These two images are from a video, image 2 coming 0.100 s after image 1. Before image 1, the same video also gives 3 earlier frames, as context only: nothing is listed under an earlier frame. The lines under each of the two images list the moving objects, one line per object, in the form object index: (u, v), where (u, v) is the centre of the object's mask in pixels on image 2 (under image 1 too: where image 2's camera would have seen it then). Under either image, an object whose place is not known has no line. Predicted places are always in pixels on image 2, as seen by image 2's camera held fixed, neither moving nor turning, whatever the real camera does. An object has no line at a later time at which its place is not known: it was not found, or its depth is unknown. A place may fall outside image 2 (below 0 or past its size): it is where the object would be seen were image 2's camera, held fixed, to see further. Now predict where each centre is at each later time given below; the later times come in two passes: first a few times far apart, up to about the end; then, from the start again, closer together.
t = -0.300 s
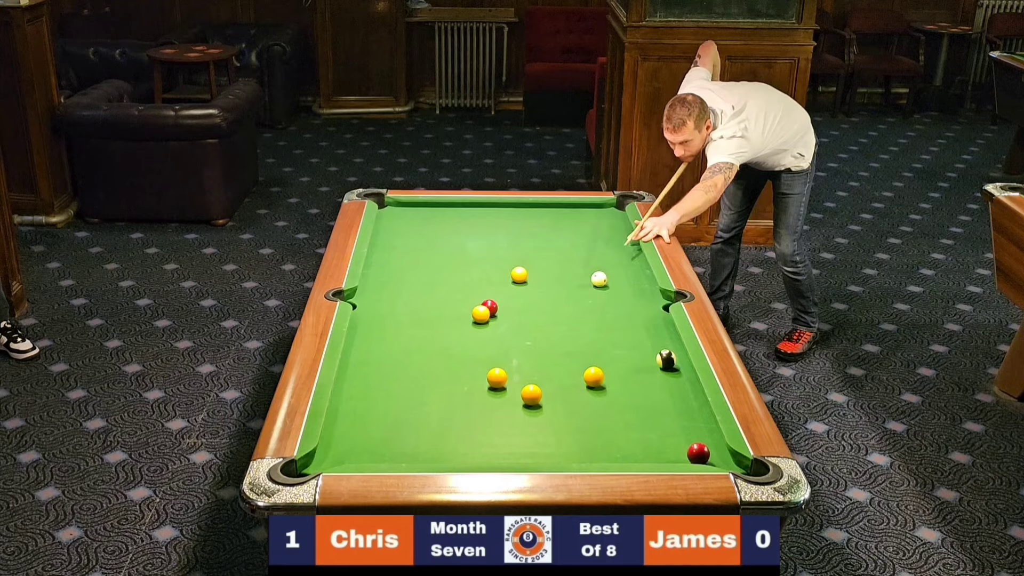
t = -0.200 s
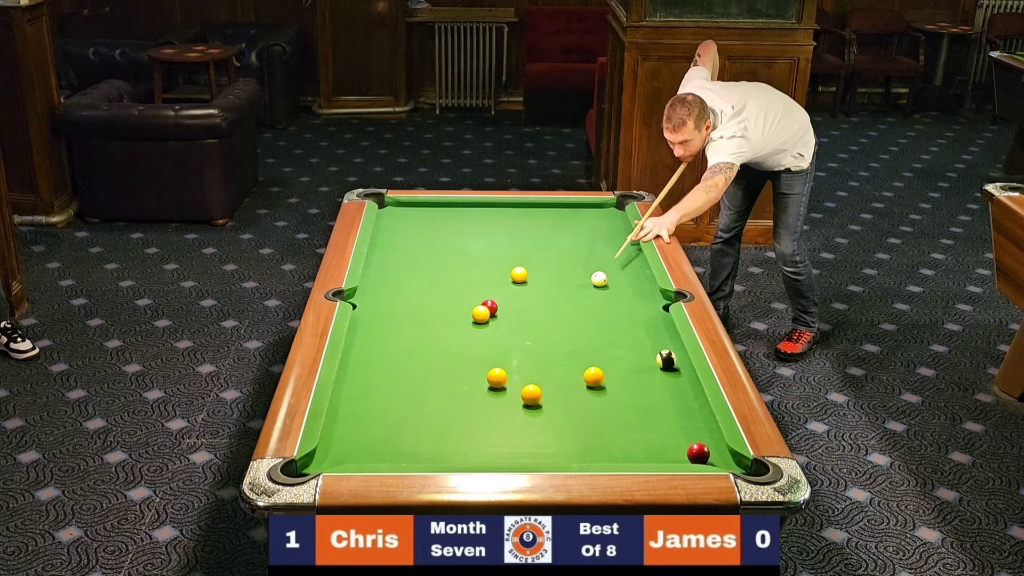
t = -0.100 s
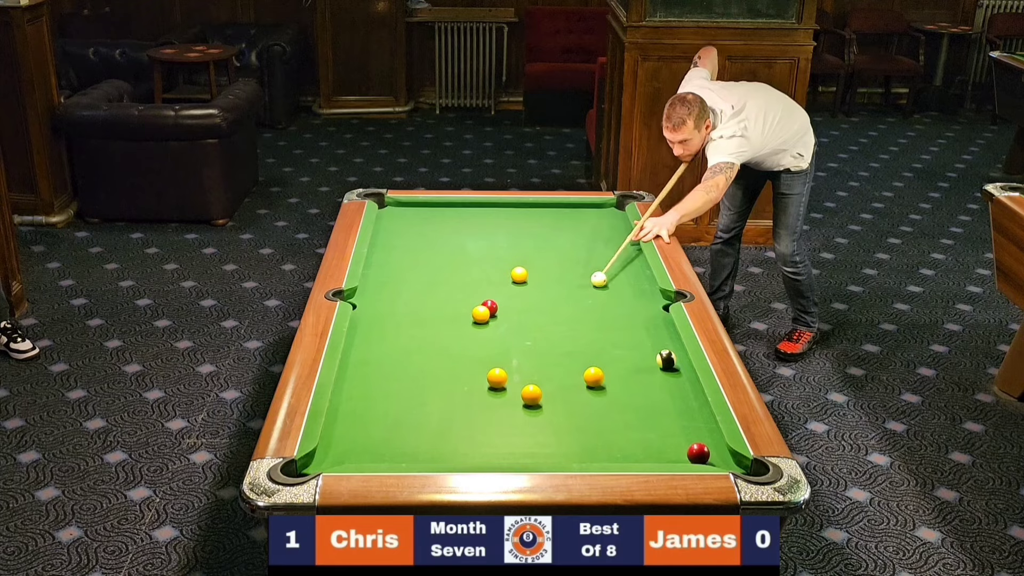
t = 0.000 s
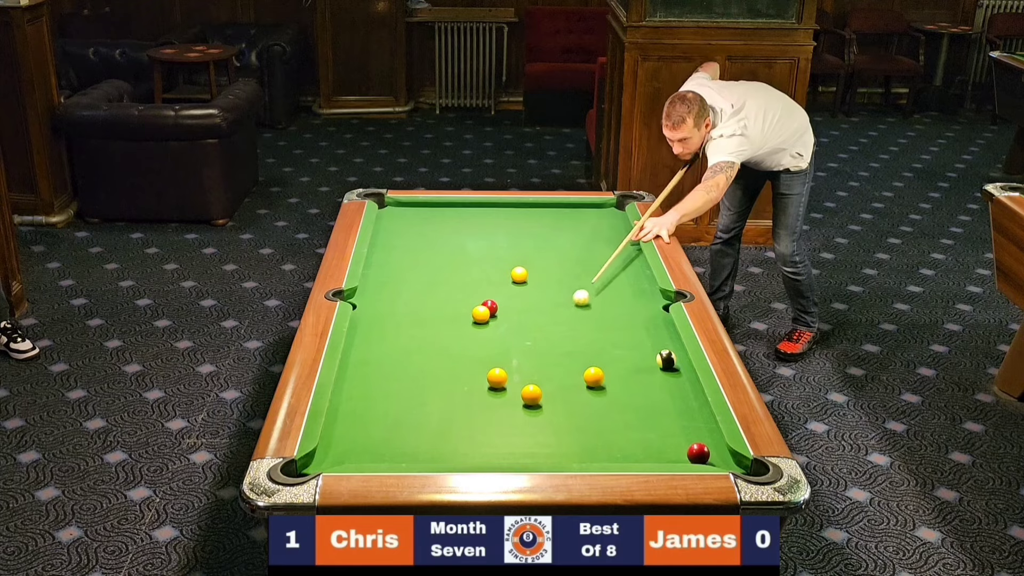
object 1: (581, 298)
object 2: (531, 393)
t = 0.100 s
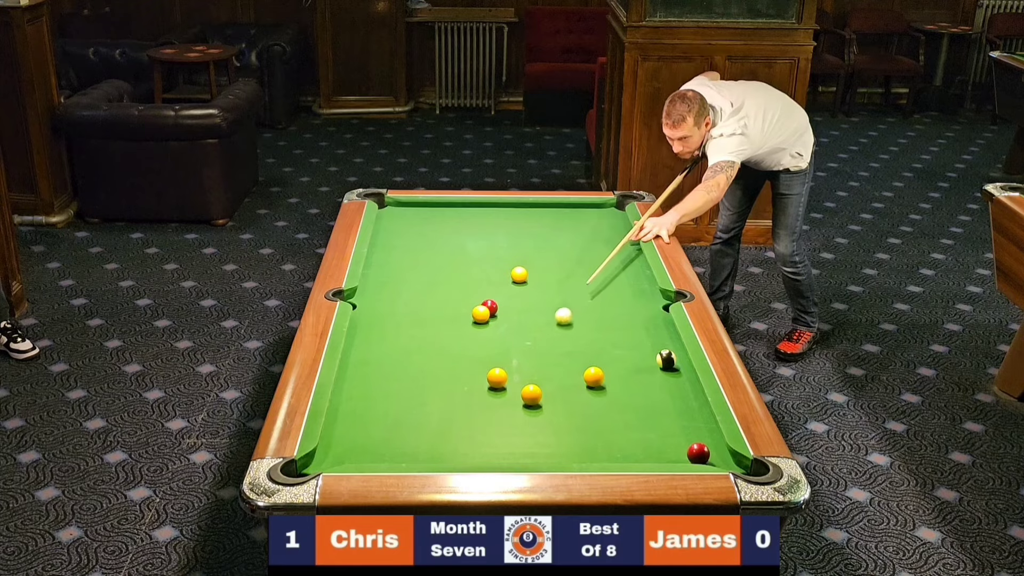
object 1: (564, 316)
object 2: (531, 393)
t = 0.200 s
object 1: (544, 337)
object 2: (531, 393)
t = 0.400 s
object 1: (517, 376)
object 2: (531, 393)
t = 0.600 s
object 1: (530, 385)
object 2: (534, 401)
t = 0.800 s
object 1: (537, 389)
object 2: (539, 415)
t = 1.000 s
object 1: (543, 392)
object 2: (543, 428)
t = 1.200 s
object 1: (547, 393)
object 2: (548, 441)
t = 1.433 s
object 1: (551, 395)
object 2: (552, 454)
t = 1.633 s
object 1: (552, 395)
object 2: (553, 455)
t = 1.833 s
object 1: (552, 396)
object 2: (552, 449)
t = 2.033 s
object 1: (552, 396)
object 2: (550, 442)
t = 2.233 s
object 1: (552, 396)
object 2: (549, 437)
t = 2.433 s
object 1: (552, 396)
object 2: (548, 432)
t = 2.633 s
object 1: (552, 396)
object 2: (547, 427)
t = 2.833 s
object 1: (552, 396)
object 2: (546, 424)
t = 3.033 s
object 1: (552, 396)
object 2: (545, 422)
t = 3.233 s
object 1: (552, 396)
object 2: (544, 420)
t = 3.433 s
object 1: (552, 396)
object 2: (544, 419)
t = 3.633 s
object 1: (552, 396)
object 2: (544, 418)
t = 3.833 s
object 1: (552, 396)
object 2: (544, 419)
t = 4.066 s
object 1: (552, 396)
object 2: (544, 419)
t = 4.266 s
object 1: (552, 396)
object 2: (544, 419)
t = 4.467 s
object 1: (552, 396)
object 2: (544, 418)
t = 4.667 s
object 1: (552, 396)
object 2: (544, 418)
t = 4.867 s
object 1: (552, 396)
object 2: (544, 419)
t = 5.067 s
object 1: (552, 396)
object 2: (544, 419)
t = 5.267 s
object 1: (552, 396)
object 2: (544, 419)
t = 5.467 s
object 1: (552, 396)
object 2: (544, 419)
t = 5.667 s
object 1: (552, 396)
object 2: (544, 419)
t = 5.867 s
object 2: (544, 419)
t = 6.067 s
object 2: (544, 419)
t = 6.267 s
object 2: (544, 419)
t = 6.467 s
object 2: (544, 419)
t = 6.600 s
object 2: (545, 419)
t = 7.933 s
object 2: (550, 417)
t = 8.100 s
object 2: (544, 418)
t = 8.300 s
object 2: (544, 418)
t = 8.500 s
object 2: (544, 418)
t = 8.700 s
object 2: (544, 418)
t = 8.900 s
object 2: (544, 419)
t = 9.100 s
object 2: (544, 419)
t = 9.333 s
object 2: (544, 419)
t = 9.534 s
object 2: (544, 418)
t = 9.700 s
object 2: (544, 419)
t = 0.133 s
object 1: (558, 323)
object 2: (531, 393)
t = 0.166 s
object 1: (551, 330)
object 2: (531, 393)
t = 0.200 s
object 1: (544, 337)
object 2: (531, 393)
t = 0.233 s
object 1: (538, 344)
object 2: (531, 393)
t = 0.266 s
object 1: (531, 351)
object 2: (531, 393)
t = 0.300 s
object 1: (524, 359)
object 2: (531, 393)
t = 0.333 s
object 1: (517, 367)
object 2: (531, 393)
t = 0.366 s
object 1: (512, 373)
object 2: (531, 393)
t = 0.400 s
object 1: (517, 376)
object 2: (531, 393)
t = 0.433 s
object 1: (521, 377)
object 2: (531, 393)
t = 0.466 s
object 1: (523, 380)
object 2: (531, 393)
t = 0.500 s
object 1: (525, 381)
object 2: (531, 393)
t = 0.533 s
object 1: (527, 383)
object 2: (532, 396)
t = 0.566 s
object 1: (528, 384)
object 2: (533, 399)
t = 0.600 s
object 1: (530, 385)
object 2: (534, 401)
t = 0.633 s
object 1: (531, 386)
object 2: (535, 404)
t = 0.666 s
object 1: (533, 387)
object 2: (535, 406)
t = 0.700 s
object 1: (534, 388)
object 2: (536, 408)
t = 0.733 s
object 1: (535, 388)
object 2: (537, 410)
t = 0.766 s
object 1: (536, 389)
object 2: (538, 413)
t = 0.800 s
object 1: (537, 389)
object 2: (539, 415)
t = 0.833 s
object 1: (538, 390)
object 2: (540, 417)
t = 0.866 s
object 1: (539, 390)
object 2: (540, 420)
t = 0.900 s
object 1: (540, 390)
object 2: (541, 422)
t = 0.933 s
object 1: (541, 391)
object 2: (542, 424)
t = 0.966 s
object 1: (542, 391)
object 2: (543, 426)
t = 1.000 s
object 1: (543, 392)
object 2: (543, 428)
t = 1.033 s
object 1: (544, 392)
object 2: (544, 430)
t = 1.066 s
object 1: (545, 392)
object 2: (545, 433)
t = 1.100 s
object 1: (545, 393)
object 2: (546, 435)
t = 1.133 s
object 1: (546, 393)
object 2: (546, 437)
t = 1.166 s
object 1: (547, 393)
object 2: (547, 439)
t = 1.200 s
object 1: (547, 393)
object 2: (548, 441)
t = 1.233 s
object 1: (548, 394)
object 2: (548, 443)
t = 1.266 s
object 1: (549, 394)
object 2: (549, 446)
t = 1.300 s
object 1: (549, 394)
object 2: (549, 448)
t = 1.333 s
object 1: (550, 394)
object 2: (550, 450)
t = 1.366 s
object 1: (550, 394)
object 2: (551, 451)
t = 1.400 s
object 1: (551, 395)
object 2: (551, 453)
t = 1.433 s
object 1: (551, 395)
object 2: (552, 454)
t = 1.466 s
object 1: (551, 395)
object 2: (553, 455)
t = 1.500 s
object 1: (552, 395)
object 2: (553, 456)
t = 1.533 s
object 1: (552, 395)
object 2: (553, 457)
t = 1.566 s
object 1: (552, 395)
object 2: (553, 456)
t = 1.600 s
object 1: (552, 395)
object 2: (553, 456)
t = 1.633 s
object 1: (552, 395)
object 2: (553, 455)
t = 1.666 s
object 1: (552, 396)
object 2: (553, 454)
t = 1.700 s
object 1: (552, 395)
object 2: (553, 454)
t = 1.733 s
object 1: (552, 395)
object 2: (553, 453)
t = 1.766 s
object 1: (552, 395)
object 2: (552, 452)
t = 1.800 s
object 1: (552, 395)
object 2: (552, 451)
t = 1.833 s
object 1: (552, 396)
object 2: (552, 449)
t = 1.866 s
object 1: (552, 395)
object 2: (552, 448)
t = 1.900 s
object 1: (552, 396)
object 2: (551, 447)
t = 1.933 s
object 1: (552, 395)
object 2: (551, 446)
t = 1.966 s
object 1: (552, 396)
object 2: (551, 445)
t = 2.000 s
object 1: (552, 396)
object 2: (550, 443)
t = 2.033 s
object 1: (552, 396)
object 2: (550, 442)
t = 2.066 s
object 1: (552, 396)
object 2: (550, 441)
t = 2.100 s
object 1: (552, 396)
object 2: (550, 440)
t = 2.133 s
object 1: (552, 396)
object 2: (549, 439)
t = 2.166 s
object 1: (552, 396)
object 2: (549, 438)
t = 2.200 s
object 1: (552, 396)
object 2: (549, 437)
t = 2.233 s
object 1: (552, 396)
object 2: (549, 437)
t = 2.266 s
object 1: (552, 396)
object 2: (549, 436)
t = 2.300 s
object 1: (552, 396)
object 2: (549, 435)
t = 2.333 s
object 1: (552, 396)
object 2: (548, 434)
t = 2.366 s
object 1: (552, 396)
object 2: (548, 433)
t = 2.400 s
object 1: (552, 396)
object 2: (548, 432)
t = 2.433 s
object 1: (552, 396)
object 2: (548, 432)
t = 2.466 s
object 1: (552, 396)
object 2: (548, 431)
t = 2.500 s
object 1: (552, 396)
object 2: (548, 430)
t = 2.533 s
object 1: (552, 396)
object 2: (547, 429)
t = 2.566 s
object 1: (552, 396)
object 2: (547, 429)
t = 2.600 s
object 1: (552, 396)
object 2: (547, 428)
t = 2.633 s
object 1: (552, 396)
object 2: (547, 427)
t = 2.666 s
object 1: (552, 396)
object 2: (547, 427)
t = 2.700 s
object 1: (552, 396)
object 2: (547, 426)
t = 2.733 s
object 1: (552, 396)
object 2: (547, 426)
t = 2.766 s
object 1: (552, 396)
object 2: (547, 425)
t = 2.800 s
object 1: (552, 396)
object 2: (547, 425)
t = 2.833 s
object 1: (552, 396)
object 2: (546, 424)
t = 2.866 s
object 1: (552, 396)
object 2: (546, 424)
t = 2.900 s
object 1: (552, 396)
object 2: (546, 423)
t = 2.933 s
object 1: (552, 396)
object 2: (546, 423)
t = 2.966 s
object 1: (552, 396)
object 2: (545, 422)
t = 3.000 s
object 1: (552, 396)
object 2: (545, 422)
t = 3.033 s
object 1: (552, 396)
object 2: (545, 422)
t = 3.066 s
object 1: (552, 396)
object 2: (545, 421)
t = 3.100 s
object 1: (552, 396)
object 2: (545, 421)
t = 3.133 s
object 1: (552, 396)
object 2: (544, 420)
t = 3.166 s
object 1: (552, 396)
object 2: (544, 420)
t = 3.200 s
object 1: (552, 396)
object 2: (544, 420)
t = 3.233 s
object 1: (552, 396)
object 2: (544, 420)
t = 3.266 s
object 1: (552, 396)
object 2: (544, 419)
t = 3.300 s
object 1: (552, 396)
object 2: (544, 419)
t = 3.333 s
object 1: (552, 396)
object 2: (544, 419)
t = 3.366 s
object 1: (552, 396)
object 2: (544, 419)
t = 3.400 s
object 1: (552, 396)
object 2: (544, 419)
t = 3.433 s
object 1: (552, 396)
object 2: (544, 419)
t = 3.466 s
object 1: (552, 396)
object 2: (544, 419)
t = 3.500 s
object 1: (552, 396)
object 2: (544, 419)
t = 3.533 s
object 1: (552, 396)
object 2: (544, 419)
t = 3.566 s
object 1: (552, 396)
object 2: (544, 418)
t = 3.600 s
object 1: (552, 396)
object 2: (544, 418)
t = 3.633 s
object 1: (552, 396)
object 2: (544, 418)
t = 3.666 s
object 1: (552, 396)
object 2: (544, 418)
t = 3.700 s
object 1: (552, 396)
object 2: (544, 419)
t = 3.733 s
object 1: (552, 396)
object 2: (544, 419)
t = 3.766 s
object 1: (552, 396)
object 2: (544, 419)
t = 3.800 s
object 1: (552, 396)
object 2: (544, 419)
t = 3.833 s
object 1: (552, 396)
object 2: (544, 419)
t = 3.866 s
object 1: (552, 396)
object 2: (544, 419)
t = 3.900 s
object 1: (552, 396)
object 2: (544, 419)
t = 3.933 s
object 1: (552, 396)
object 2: (544, 419)
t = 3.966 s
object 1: (552, 396)
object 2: (544, 419)
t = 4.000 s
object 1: (552, 396)
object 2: (544, 419)
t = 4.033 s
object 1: (552, 396)
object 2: (544, 419)
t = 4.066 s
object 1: (552, 396)
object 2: (544, 419)
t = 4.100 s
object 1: (552, 396)
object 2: (544, 419)
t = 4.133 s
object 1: (552, 396)
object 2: (544, 419)
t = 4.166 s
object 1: (552, 396)
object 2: (544, 419)
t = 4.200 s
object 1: (552, 396)
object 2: (544, 419)
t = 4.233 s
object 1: (552, 396)
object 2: (544, 419)
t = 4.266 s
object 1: (552, 396)
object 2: (544, 419)
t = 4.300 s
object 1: (552, 396)
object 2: (544, 418)
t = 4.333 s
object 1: (552, 396)
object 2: (544, 418)
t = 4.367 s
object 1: (552, 396)
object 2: (544, 418)
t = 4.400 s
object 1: (552, 396)
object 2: (544, 418)
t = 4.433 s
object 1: (552, 396)
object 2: (544, 418)
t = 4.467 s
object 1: (552, 396)
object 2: (544, 418)
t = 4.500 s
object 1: (552, 396)
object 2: (544, 418)
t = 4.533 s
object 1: (552, 396)
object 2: (544, 418)
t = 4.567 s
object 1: (552, 396)
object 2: (544, 418)
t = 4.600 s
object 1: (552, 396)
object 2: (544, 418)
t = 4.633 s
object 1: (552, 396)
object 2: (544, 418)
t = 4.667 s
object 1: (552, 396)
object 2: (544, 418)
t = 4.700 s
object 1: (552, 396)
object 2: (544, 418)
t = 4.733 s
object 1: (552, 396)
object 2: (544, 419)
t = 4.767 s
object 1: (552, 396)
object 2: (544, 419)
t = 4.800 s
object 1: (552, 396)
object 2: (544, 419)
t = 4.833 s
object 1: (552, 396)
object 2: (544, 418)
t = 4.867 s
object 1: (552, 396)
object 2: (544, 419)
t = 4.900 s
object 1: (552, 396)
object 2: (544, 418)
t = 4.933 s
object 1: (552, 396)
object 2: (544, 419)
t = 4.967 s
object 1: (552, 396)
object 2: (544, 418)
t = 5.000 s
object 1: (552, 396)
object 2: (544, 419)
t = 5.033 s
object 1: (552, 396)
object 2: (544, 418)
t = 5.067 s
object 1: (552, 396)
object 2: (544, 419)
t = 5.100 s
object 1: (552, 396)
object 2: (544, 418)
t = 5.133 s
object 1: (552, 396)
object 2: (544, 418)
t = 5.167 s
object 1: (552, 396)
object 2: (544, 419)
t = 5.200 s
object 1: (552, 396)
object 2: (544, 419)
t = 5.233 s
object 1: (552, 396)
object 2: (544, 419)
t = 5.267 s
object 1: (552, 396)
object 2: (544, 419)
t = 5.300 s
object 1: (552, 396)
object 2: (544, 419)
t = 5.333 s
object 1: (552, 396)
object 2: (544, 419)
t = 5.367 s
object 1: (552, 396)
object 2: (544, 419)
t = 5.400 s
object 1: (552, 396)
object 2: (544, 419)
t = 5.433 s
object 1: (552, 396)
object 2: (544, 419)
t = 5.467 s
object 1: (552, 396)
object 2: (544, 419)
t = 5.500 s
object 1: (552, 396)
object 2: (544, 419)
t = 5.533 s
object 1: (552, 396)
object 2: (544, 419)
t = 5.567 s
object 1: (552, 396)
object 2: (544, 419)
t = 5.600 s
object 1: (552, 396)
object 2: (544, 419)
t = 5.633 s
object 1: (552, 396)
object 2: (544, 419)
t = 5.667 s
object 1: (552, 396)
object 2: (544, 419)
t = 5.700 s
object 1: (552, 396)
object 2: (544, 419)
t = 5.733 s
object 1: (552, 396)
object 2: (544, 419)
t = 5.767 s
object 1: (552, 396)
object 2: (544, 419)
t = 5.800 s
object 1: (552, 396)
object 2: (544, 419)
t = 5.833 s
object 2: (544, 419)
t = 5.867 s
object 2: (544, 419)
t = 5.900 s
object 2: (544, 419)
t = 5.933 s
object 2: (544, 419)
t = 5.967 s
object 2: (544, 419)
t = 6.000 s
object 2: (544, 419)
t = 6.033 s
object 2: (544, 419)
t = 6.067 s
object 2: (544, 419)
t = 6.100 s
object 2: (544, 419)
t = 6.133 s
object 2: (544, 419)
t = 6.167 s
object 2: (544, 419)
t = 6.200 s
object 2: (544, 419)
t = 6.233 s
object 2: (544, 419)
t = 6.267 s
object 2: (544, 419)
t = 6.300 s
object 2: (544, 419)
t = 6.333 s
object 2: (544, 419)
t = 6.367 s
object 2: (544, 419)
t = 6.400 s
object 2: (544, 419)
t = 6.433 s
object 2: (544, 419)
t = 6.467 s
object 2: (544, 419)
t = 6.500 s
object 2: (544, 419)
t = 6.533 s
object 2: (544, 419)
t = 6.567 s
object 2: (544, 419)
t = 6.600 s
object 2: (545, 419)
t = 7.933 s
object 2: (550, 417)
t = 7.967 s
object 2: (544, 418)
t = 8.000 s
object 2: (544, 418)
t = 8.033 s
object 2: (544, 418)
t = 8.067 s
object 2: (544, 418)
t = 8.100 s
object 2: (544, 418)
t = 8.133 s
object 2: (544, 418)
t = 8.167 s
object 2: (544, 418)
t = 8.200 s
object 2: (544, 418)
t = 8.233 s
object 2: (544, 418)
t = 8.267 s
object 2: (544, 418)
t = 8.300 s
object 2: (544, 418)
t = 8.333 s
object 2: (544, 418)
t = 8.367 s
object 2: (544, 418)
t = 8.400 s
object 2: (544, 418)
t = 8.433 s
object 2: (544, 418)
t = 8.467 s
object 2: (544, 418)
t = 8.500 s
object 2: (544, 418)
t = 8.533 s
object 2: (544, 418)
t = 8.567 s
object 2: (544, 418)
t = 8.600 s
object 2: (544, 418)
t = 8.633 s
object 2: (544, 418)
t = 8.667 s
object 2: (544, 418)
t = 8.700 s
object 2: (544, 418)
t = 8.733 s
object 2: (544, 418)
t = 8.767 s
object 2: (544, 418)
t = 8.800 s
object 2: (544, 418)
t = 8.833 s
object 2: (544, 419)
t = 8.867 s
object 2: (544, 418)
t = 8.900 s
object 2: (544, 419)
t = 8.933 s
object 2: (544, 418)
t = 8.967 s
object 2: (544, 419)
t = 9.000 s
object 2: (544, 418)
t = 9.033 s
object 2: (544, 419)
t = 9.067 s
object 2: (544, 419)
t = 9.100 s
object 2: (544, 419)
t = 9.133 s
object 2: (544, 419)
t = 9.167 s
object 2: (544, 419)
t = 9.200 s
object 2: (544, 419)
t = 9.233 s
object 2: (544, 419)
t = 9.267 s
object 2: (544, 419)
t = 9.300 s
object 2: (544, 419)
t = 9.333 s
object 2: (544, 419)
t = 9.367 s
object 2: (544, 418)
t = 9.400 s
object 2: (544, 418)
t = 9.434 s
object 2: (544, 419)
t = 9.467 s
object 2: (544, 418)
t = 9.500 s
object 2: (544, 418)
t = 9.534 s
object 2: (544, 418)
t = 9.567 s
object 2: (544, 418)
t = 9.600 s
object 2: (544, 419)
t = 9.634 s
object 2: (544, 419)
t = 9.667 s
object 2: (544, 418)
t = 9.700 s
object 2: (544, 419)
